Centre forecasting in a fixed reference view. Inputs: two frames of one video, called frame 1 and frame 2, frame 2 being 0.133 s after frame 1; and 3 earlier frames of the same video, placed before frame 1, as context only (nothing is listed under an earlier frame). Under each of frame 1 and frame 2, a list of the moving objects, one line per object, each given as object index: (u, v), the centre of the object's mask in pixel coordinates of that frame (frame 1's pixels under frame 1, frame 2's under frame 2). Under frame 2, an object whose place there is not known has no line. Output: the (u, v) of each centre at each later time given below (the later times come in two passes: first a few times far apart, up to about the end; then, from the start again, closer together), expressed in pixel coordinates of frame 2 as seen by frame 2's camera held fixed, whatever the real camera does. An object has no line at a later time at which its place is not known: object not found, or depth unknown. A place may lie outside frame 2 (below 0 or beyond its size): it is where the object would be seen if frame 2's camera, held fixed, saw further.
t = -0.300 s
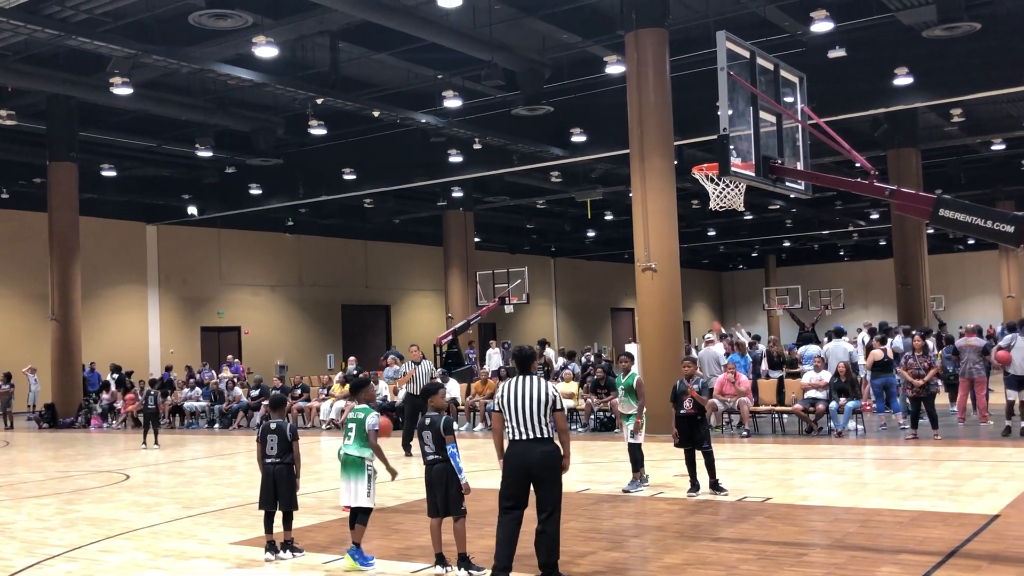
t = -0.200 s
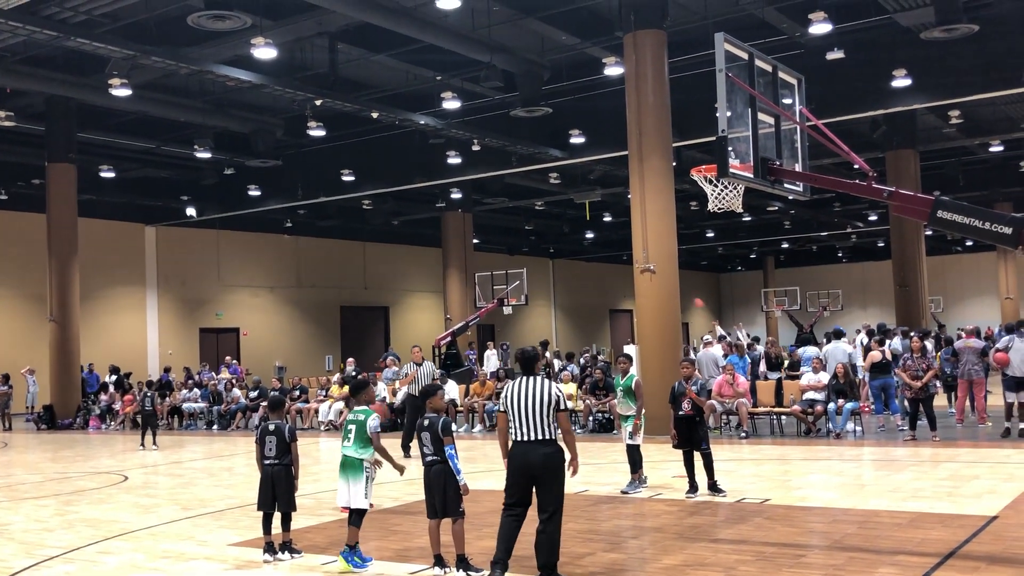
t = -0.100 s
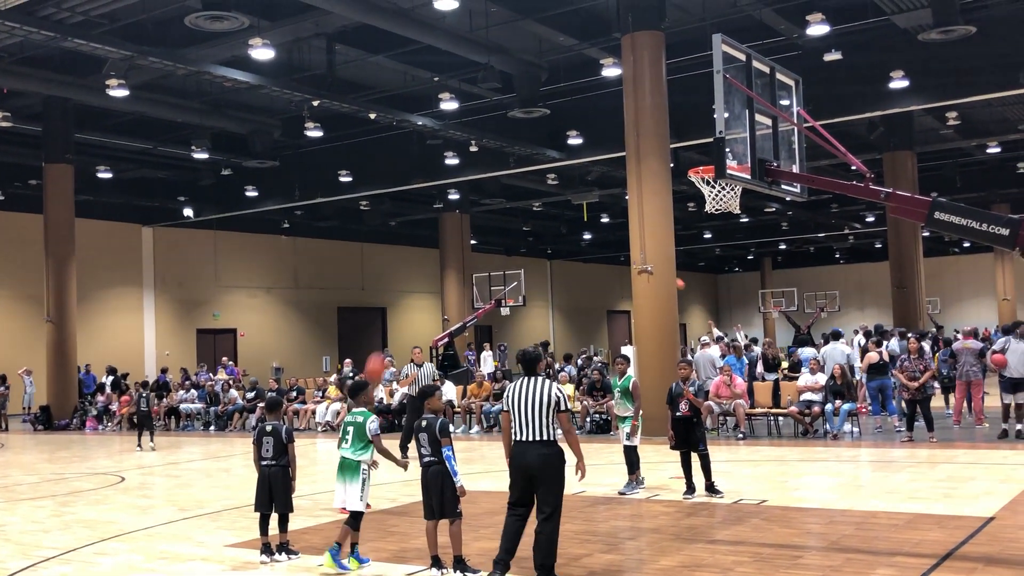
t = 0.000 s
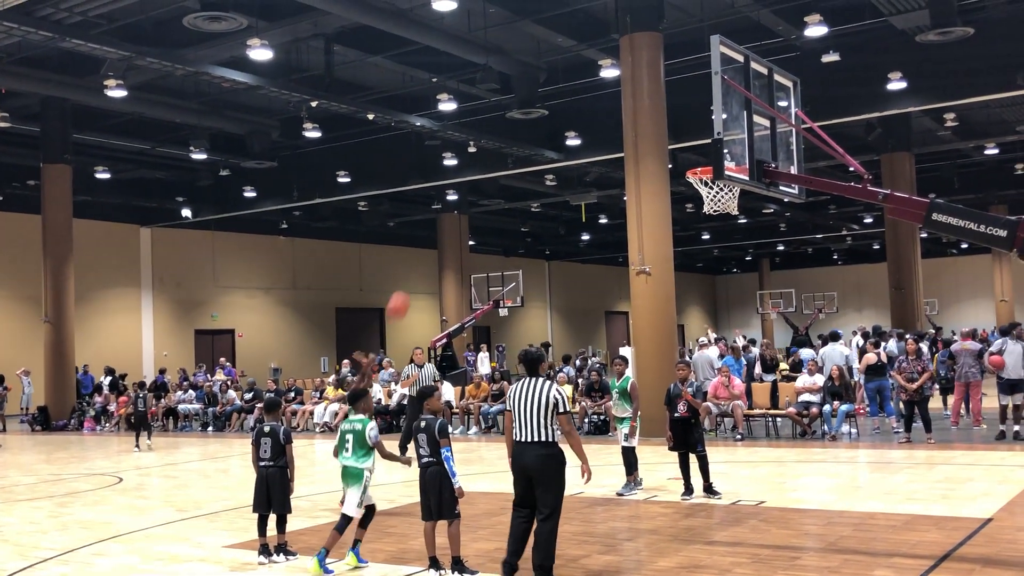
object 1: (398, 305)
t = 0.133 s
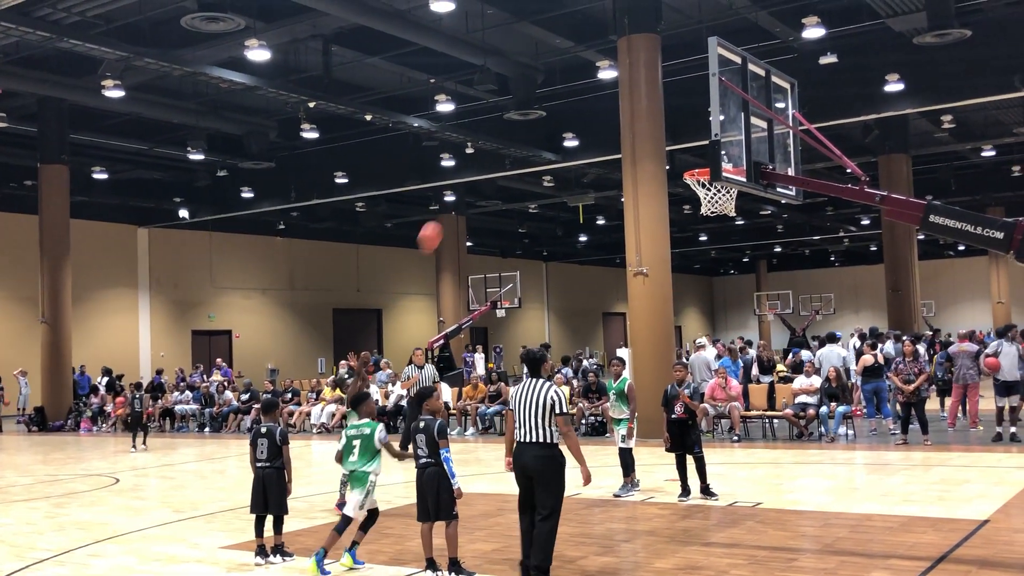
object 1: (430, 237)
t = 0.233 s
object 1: (457, 192)
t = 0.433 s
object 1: (515, 130)
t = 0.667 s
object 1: (590, 103)
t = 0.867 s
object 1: (661, 123)
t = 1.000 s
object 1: (704, 157)
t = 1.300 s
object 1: (702, 146)
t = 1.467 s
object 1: (664, 167)
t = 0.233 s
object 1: (457, 192)
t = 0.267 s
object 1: (467, 179)
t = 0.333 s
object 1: (485, 156)
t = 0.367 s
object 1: (495, 147)
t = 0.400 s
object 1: (505, 138)
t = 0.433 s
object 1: (515, 130)
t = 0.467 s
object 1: (525, 123)
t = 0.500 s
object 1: (535, 117)
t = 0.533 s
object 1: (546, 112)
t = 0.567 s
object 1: (557, 108)
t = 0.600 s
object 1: (568, 105)
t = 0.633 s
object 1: (578, 103)
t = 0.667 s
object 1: (590, 103)
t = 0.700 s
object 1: (601, 103)
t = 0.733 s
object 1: (613, 105)
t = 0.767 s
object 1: (624, 108)
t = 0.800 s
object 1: (636, 112)
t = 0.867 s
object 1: (661, 123)
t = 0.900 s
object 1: (673, 131)
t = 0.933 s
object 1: (686, 141)
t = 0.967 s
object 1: (697, 151)
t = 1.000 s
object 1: (704, 157)
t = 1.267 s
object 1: (706, 145)
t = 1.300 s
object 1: (702, 146)
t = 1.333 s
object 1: (697, 147)
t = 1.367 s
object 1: (689, 151)
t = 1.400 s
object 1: (680, 155)
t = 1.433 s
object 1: (672, 160)
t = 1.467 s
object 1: (664, 167)
